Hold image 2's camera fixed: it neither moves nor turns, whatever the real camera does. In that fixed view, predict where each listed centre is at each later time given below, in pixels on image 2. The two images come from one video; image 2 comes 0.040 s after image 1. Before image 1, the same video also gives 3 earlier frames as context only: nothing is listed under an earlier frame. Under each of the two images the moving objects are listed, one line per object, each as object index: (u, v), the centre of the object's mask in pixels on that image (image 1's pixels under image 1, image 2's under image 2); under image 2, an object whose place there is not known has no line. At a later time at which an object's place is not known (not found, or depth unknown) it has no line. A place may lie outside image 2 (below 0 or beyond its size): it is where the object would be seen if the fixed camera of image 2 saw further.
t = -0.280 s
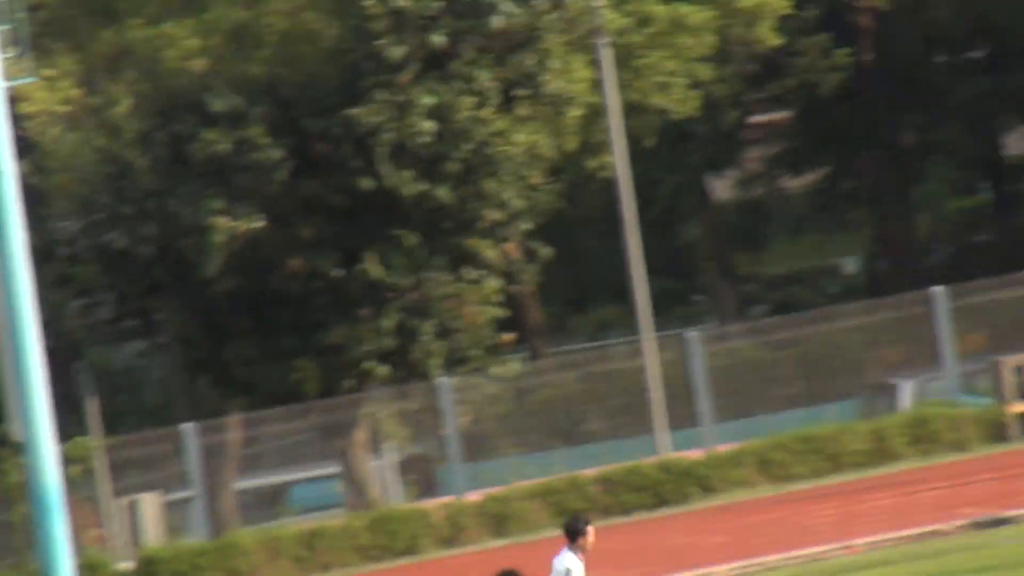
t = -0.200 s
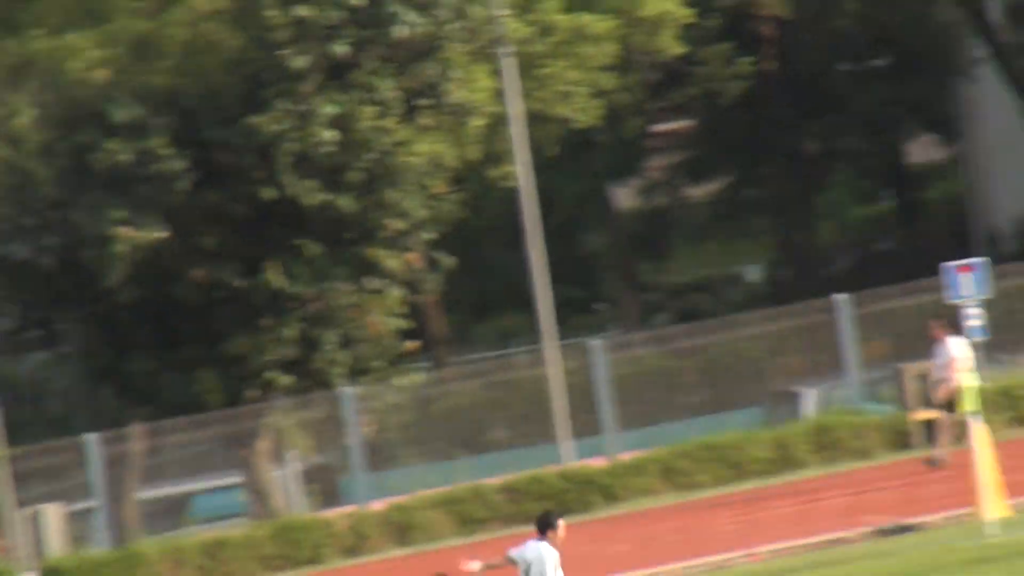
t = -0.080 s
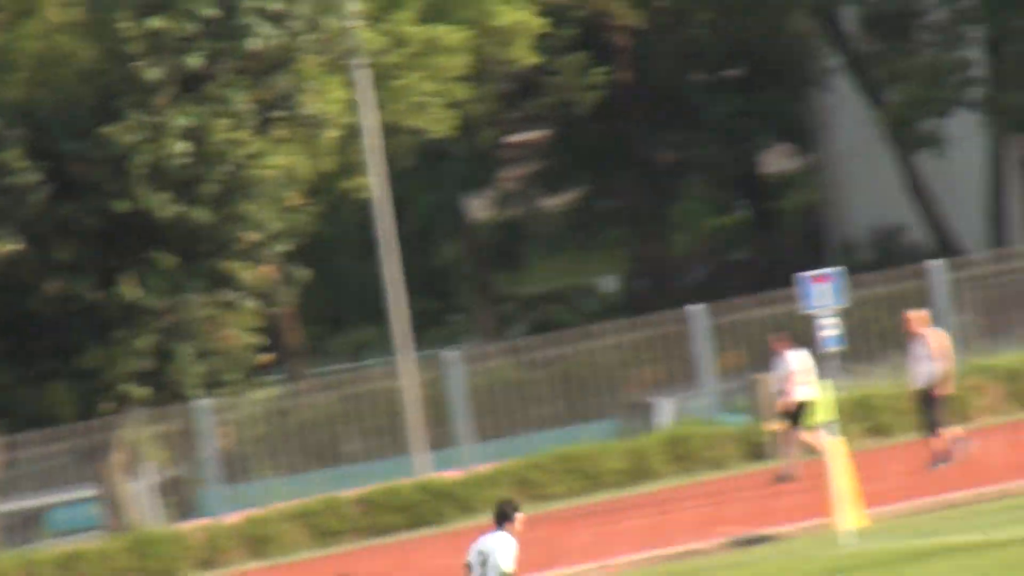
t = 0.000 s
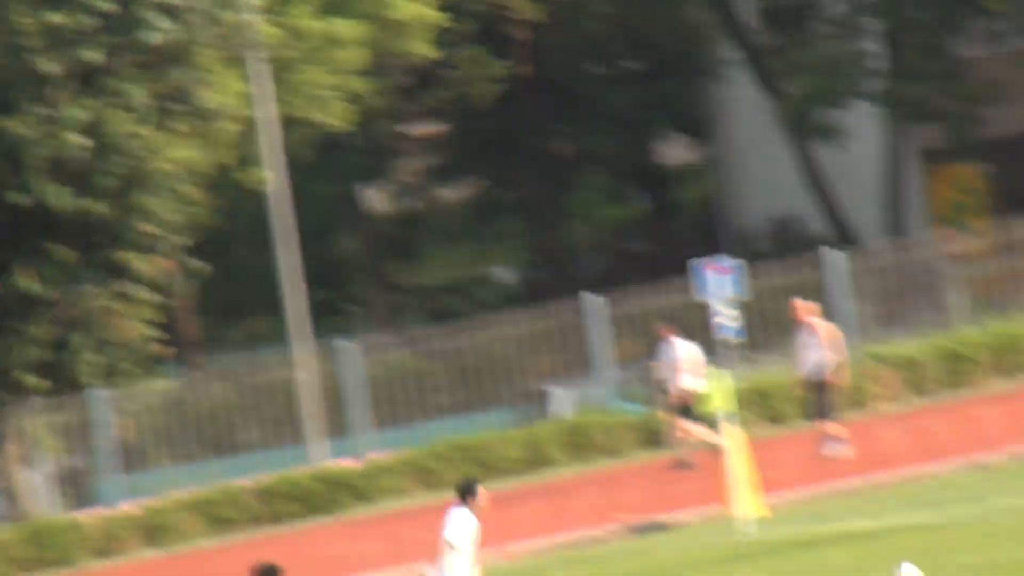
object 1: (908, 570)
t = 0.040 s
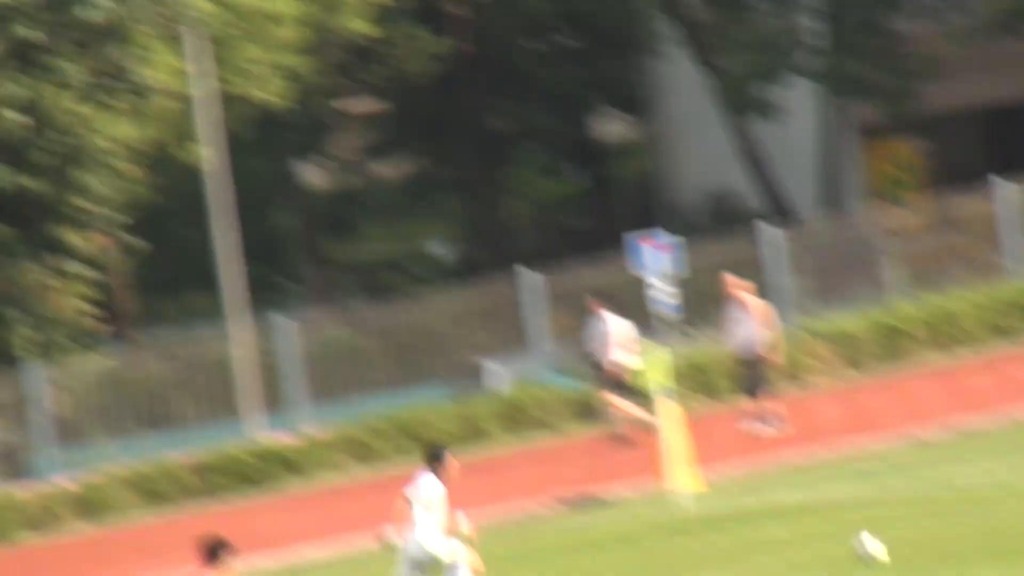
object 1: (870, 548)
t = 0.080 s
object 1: (902, 549)
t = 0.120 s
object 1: (928, 544)
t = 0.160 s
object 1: (955, 538)
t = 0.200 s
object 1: (981, 535)
